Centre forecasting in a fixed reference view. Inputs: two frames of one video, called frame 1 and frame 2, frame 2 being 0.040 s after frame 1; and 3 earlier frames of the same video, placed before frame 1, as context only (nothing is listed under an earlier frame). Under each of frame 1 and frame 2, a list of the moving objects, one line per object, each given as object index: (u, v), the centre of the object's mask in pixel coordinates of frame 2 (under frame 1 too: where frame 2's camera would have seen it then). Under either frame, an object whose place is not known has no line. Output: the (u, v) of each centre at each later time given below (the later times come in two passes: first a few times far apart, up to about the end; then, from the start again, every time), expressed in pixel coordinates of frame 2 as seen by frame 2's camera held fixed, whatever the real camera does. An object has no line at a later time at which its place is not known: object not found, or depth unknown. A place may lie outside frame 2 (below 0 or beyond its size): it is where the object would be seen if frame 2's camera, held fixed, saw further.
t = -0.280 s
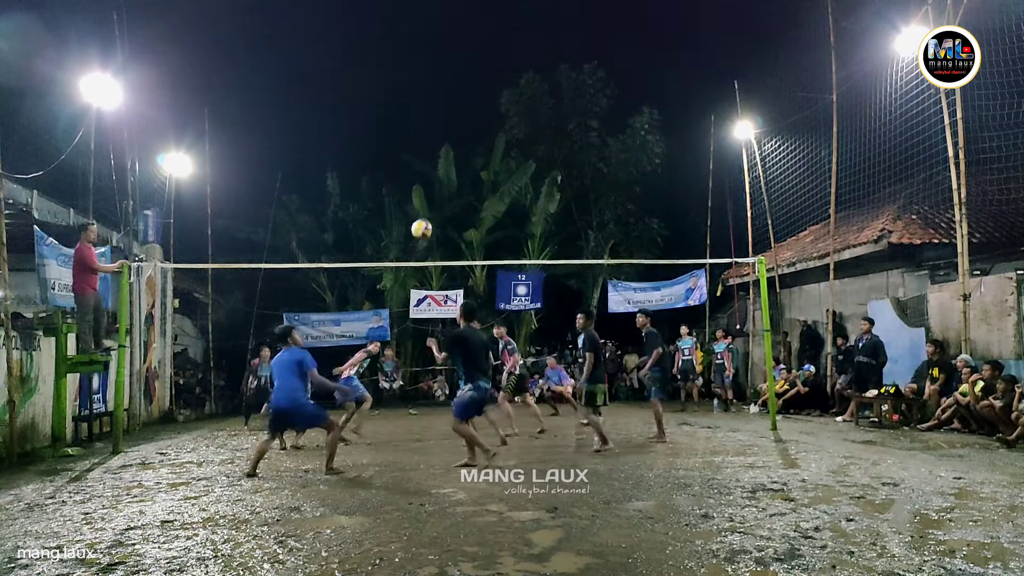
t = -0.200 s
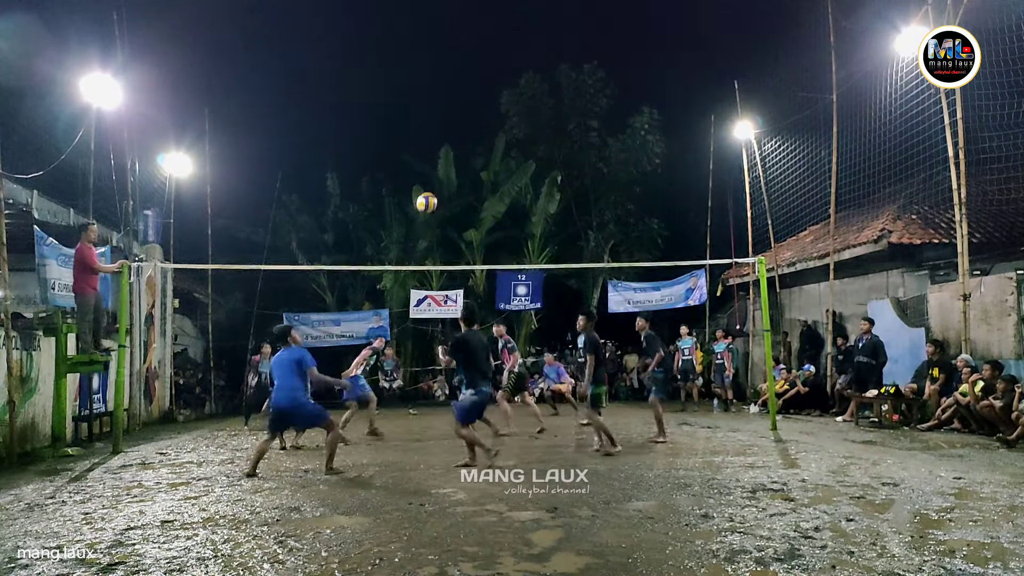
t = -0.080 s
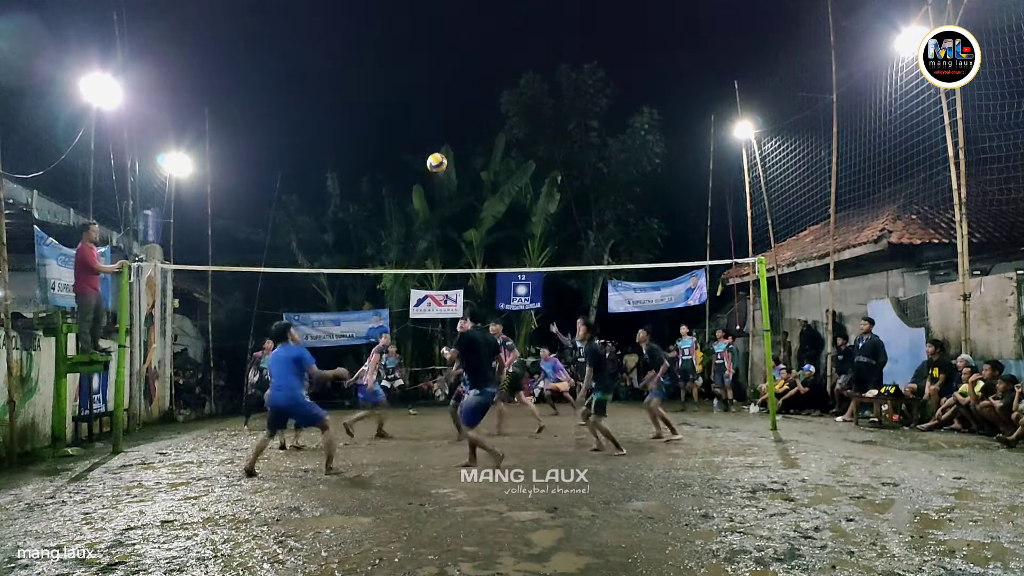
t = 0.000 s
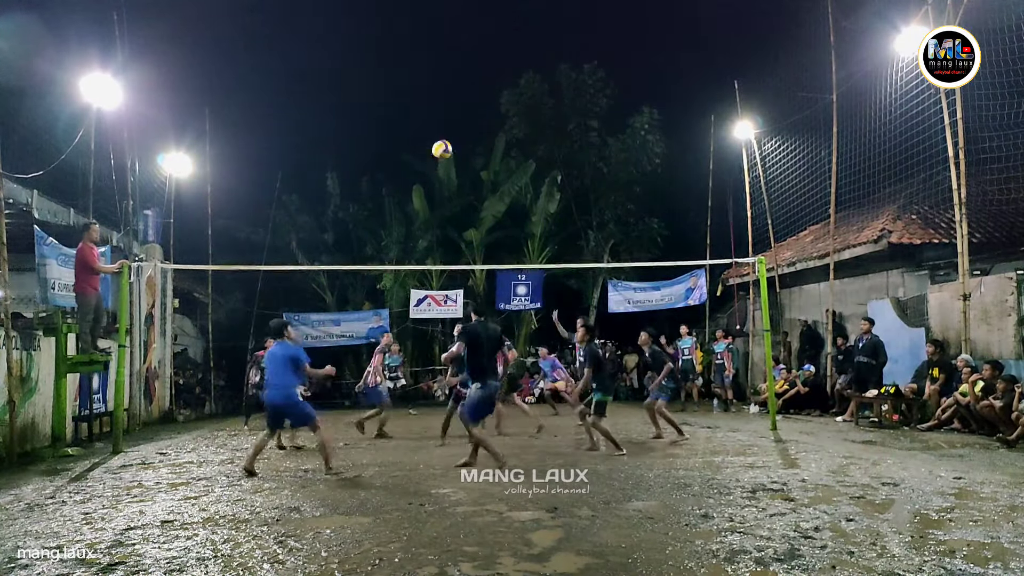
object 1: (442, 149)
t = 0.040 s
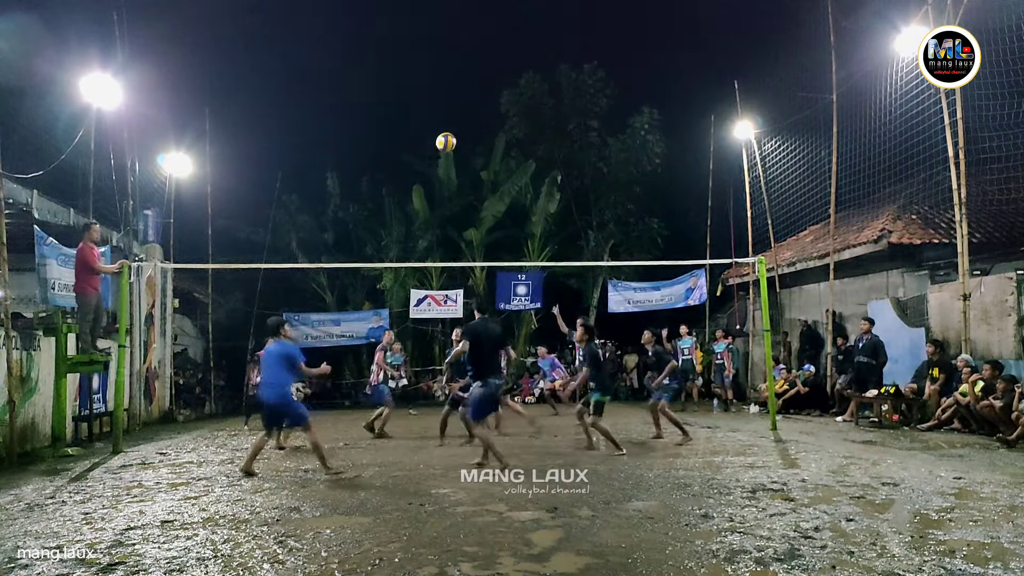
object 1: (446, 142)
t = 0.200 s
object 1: (457, 134)
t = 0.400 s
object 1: (473, 152)
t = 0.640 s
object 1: (490, 216)
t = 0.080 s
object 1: (448, 138)
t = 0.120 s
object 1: (451, 136)
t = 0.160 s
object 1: (455, 134)
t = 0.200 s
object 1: (457, 134)
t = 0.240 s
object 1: (461, 135)
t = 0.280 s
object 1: (463, 137)
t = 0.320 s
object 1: (466, 140)
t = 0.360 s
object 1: (470, 147)
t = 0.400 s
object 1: (473, 152)
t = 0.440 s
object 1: (475, 158)
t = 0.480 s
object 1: (479, 169)
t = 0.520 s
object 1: (481, 178)
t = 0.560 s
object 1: (485, 193)
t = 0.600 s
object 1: (488, 203)
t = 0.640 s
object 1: (490, 216)
